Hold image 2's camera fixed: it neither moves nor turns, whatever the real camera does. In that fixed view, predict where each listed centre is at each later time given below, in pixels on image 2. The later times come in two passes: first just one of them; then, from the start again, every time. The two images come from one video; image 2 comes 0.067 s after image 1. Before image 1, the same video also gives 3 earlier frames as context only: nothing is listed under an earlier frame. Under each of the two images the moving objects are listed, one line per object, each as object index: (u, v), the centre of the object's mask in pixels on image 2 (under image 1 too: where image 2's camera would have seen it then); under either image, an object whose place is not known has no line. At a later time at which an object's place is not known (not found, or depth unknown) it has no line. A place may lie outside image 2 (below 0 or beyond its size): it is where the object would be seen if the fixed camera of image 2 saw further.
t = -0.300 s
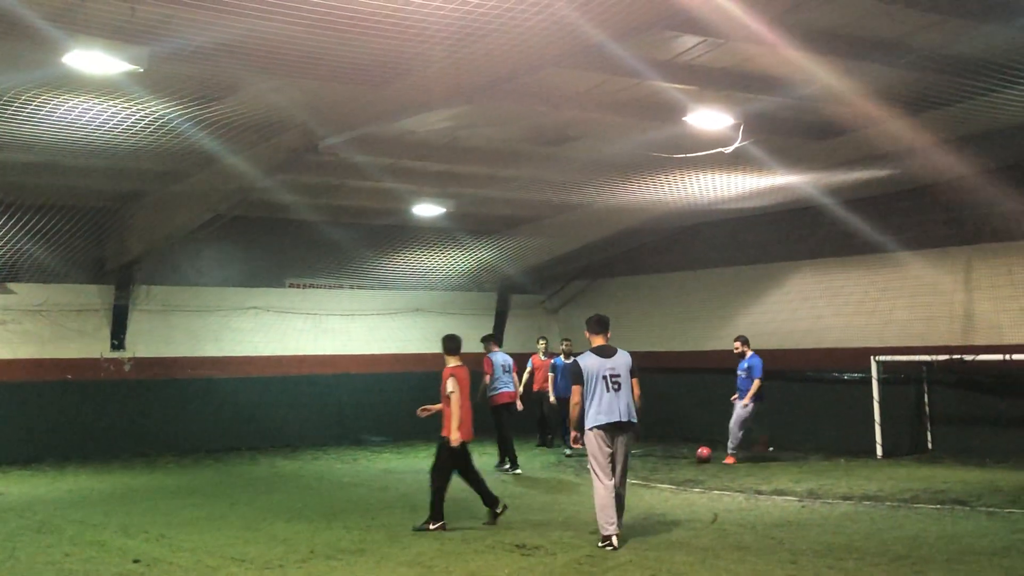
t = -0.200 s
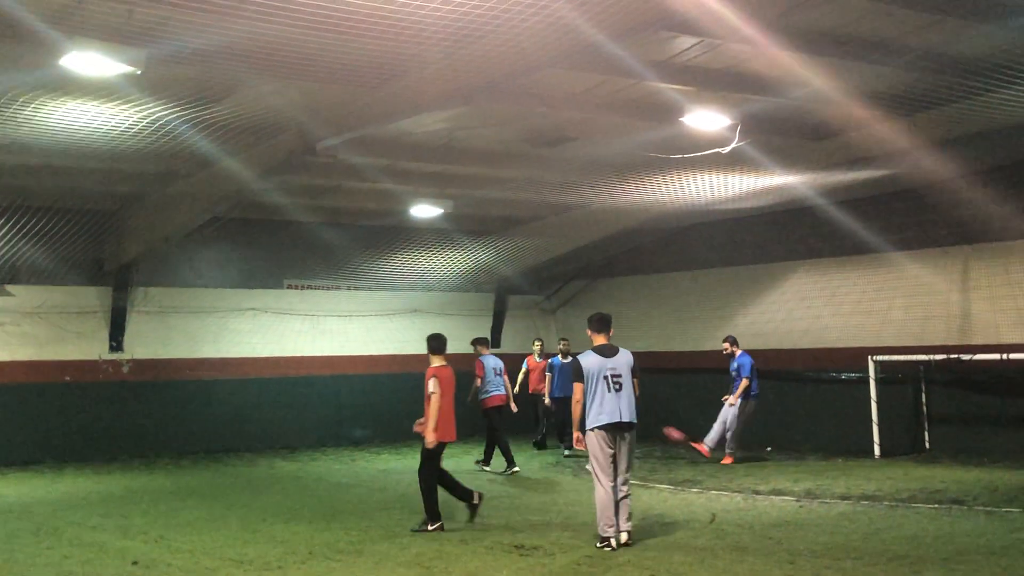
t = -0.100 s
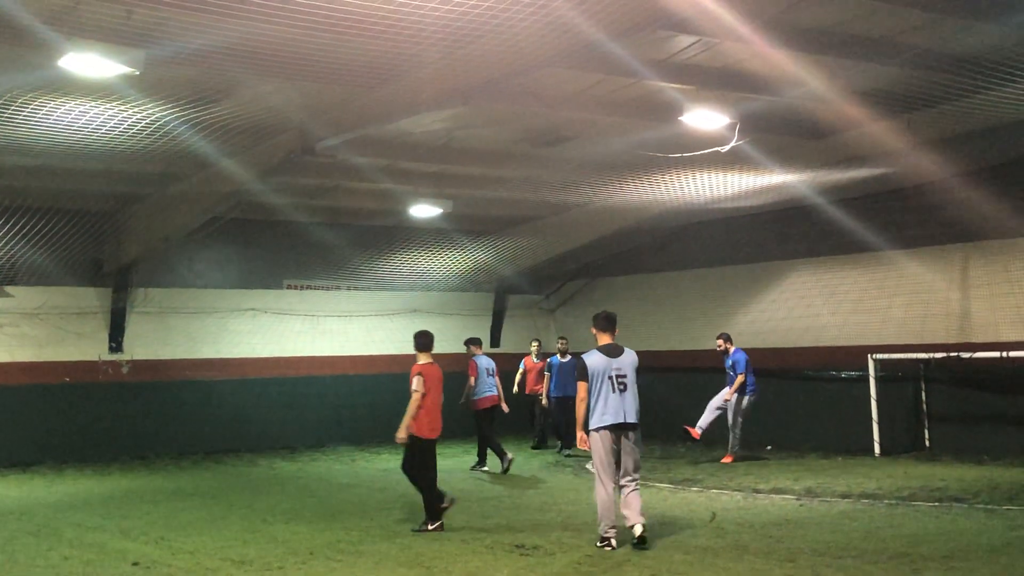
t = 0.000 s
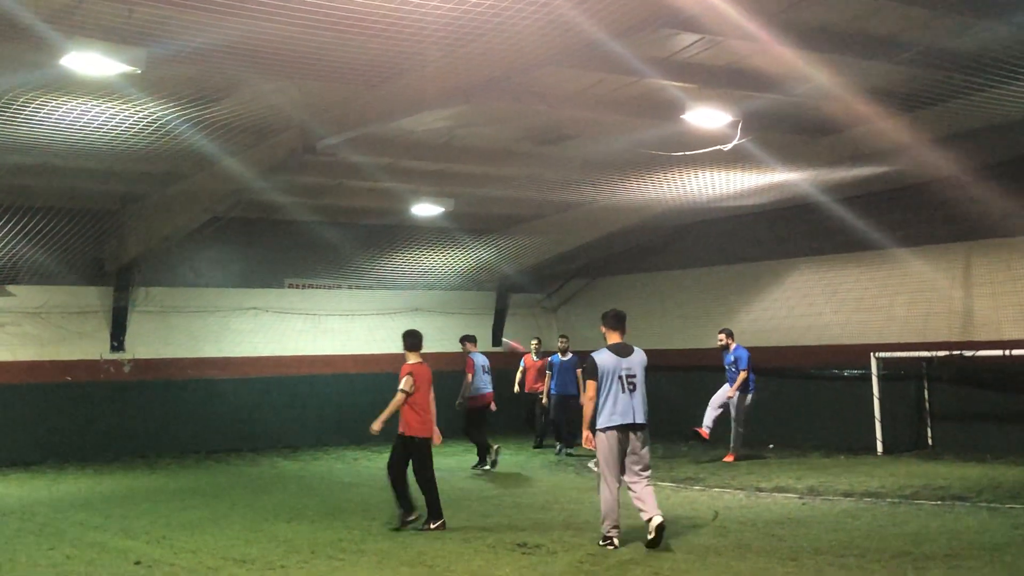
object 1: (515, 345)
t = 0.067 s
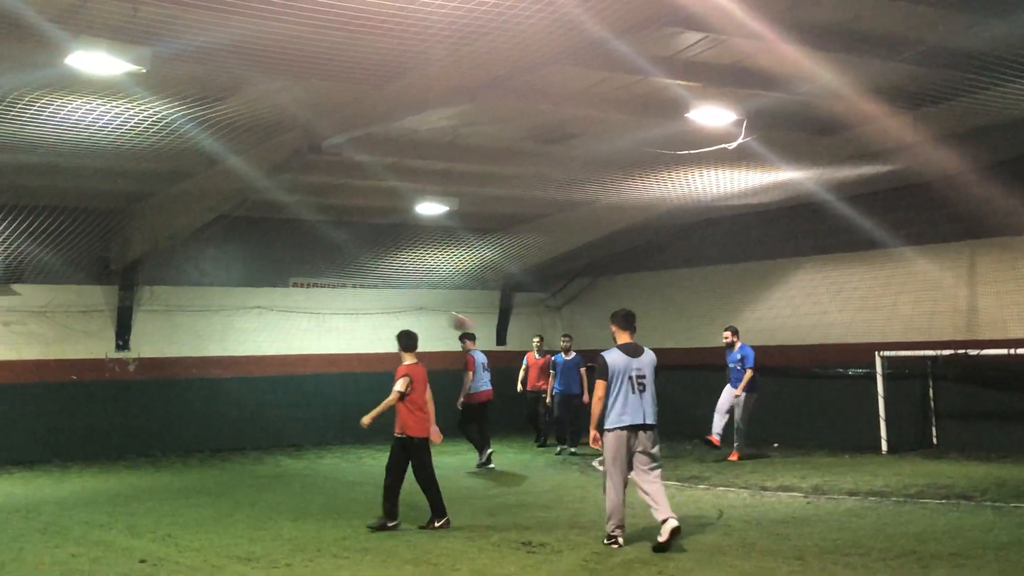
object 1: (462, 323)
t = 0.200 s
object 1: (349, 281)
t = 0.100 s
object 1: (432, 312)
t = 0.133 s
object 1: (409, 302)
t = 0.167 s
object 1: (375, 291)
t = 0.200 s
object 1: (349, 281)
